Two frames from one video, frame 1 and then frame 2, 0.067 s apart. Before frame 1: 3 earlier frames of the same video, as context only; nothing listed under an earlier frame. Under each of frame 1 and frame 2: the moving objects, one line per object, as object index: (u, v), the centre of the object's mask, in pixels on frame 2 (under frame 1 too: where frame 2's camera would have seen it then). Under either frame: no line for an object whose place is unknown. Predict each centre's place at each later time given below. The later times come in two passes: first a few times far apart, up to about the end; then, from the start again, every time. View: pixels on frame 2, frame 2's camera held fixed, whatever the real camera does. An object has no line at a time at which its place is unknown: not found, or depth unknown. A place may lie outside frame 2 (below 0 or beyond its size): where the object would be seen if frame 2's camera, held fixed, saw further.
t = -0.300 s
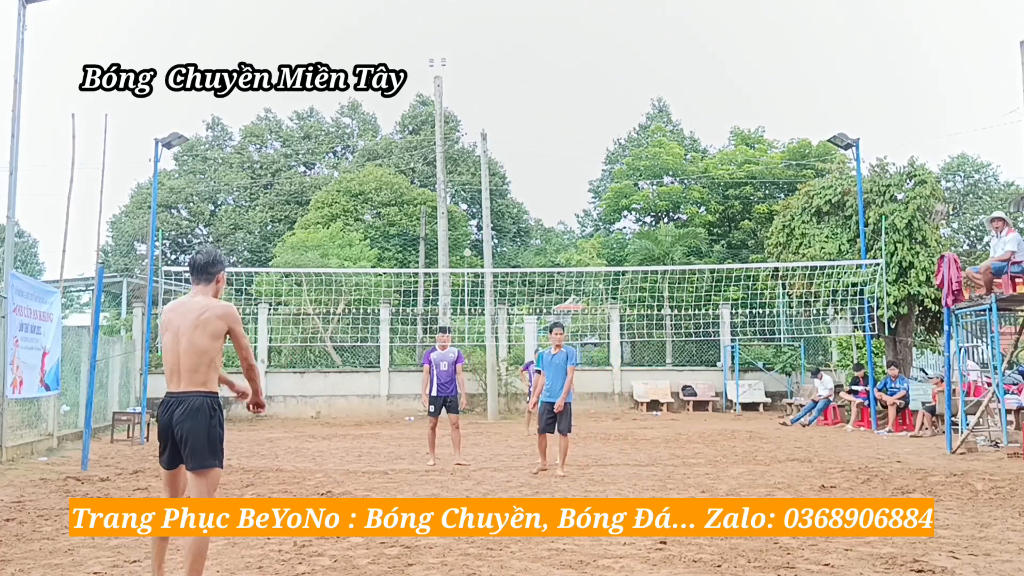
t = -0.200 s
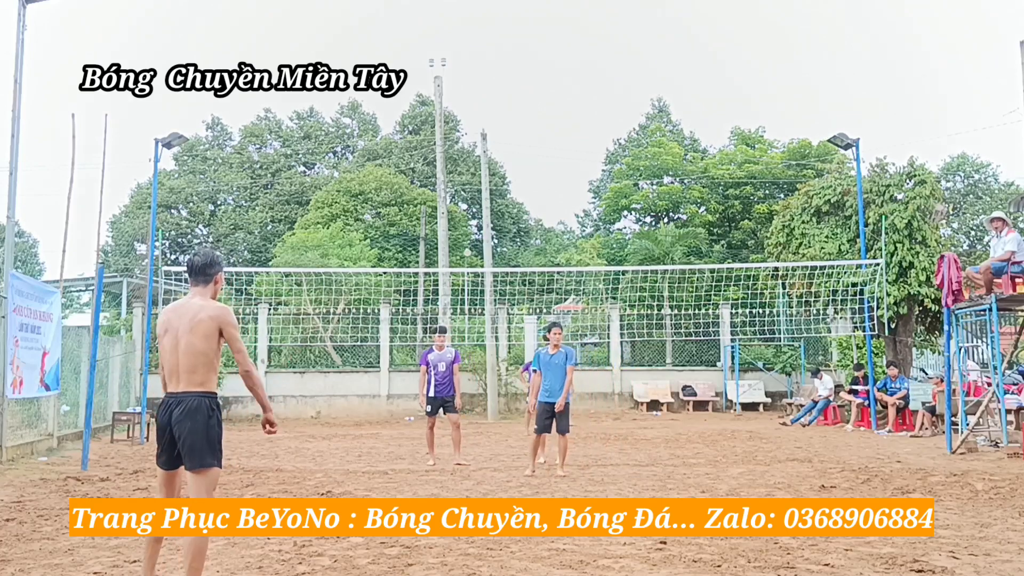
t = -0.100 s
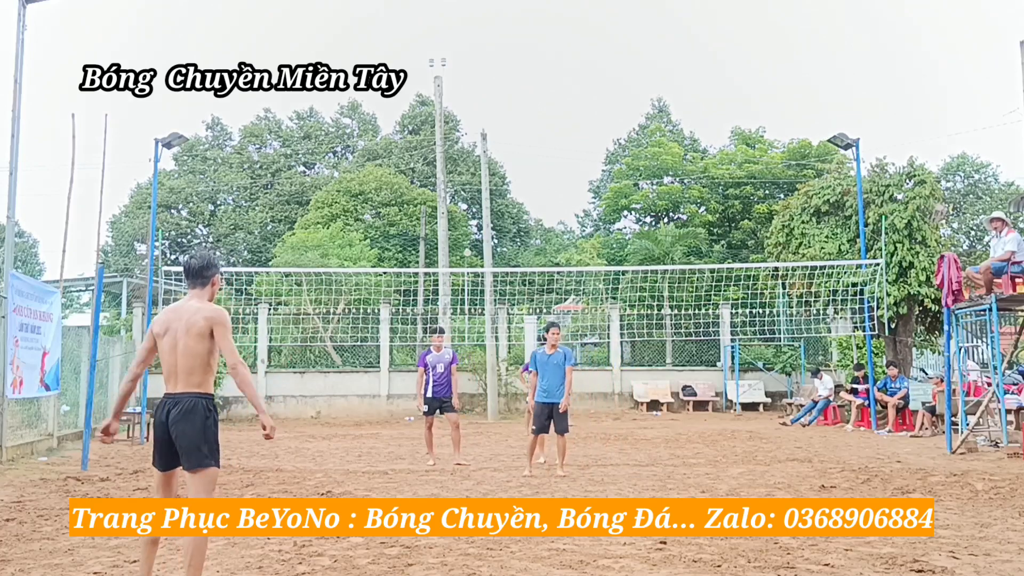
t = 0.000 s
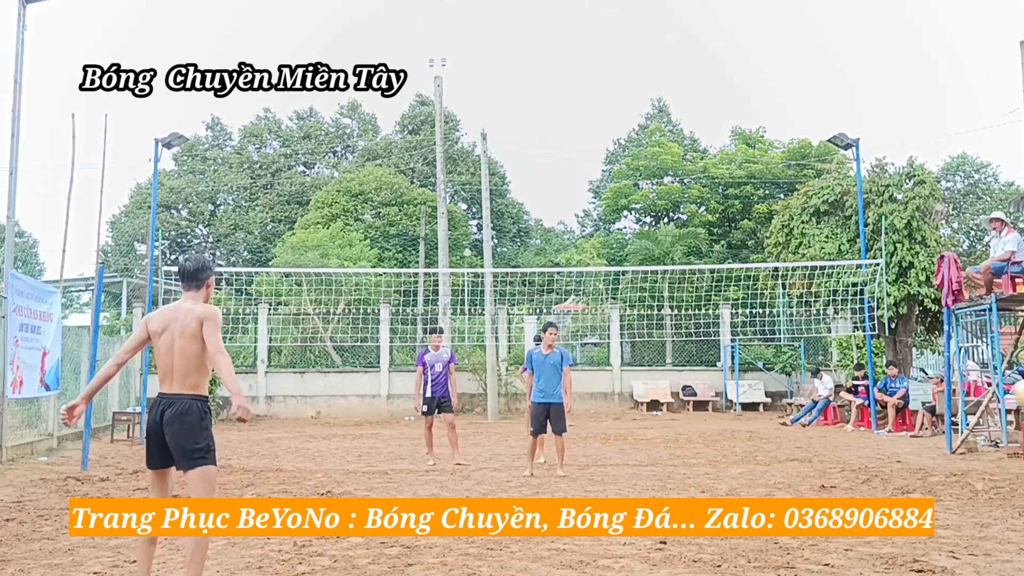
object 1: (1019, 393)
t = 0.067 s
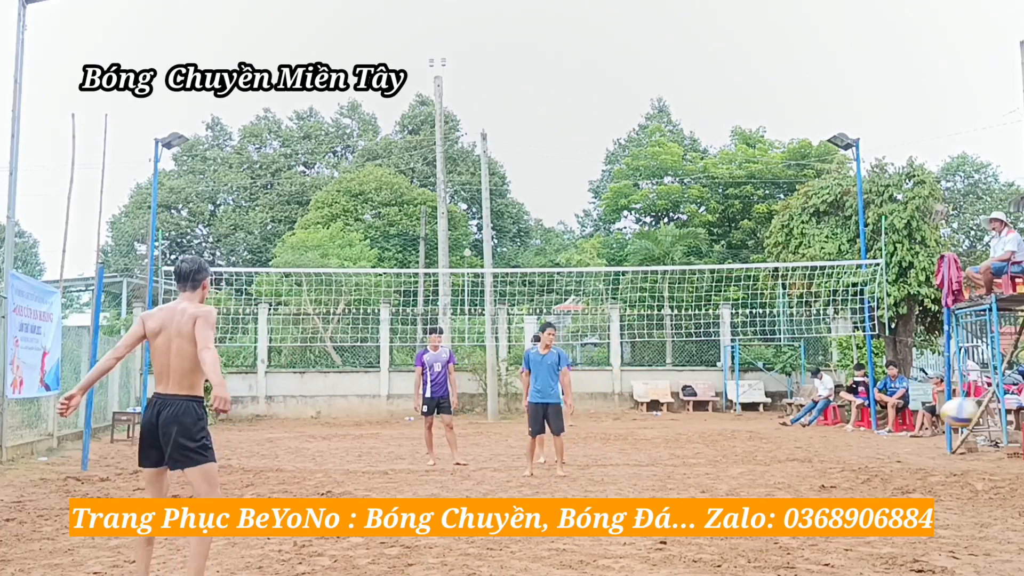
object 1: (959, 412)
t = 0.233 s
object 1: (833, 471)
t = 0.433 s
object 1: (759, 443)
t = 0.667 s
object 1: (702, 435)
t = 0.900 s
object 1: (661, 442)
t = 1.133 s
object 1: (630, 428)
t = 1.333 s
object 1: (609, 440)
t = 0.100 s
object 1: (928, 422)
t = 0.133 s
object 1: (902, 434)
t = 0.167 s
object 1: (878, 446)
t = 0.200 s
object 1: (853, 459)
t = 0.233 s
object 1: (833, 471)
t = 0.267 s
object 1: (815, 484)
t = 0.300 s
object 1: (801, 477)
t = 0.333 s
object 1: (790, 466)
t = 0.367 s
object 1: (779, 455)
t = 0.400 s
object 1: (769, 449)
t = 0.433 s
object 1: (759, 443)
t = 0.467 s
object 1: (750, 438)
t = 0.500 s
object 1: (741, 435)
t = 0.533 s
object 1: (732, 432)
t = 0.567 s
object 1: (724, 432)
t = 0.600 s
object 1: (717, 432)
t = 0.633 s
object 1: (709, 433)
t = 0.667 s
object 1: (702, 435)
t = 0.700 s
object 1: (695, 439)
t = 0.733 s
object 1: (689, 442)
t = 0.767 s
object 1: (682, 448)
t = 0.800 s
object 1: (677, 453)
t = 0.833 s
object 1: (671, 456)
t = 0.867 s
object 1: (666, 449)
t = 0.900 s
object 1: (661, 442)
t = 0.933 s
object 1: (656, 437)
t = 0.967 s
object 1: (651, 434)
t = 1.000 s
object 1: (647, 431)
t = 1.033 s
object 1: (643, 428)
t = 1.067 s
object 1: (639, 428)
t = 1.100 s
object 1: (635, 427)
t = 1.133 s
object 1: (630, 428)
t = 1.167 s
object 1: (627, 429)
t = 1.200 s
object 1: (623, 431)
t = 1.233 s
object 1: (620, 434)
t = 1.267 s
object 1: (616, 438)
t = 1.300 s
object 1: (613, 443)
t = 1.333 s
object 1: (609, 440)
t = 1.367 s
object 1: (606, 436)
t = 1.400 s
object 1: (603, 434)
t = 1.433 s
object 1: (599, 431)
